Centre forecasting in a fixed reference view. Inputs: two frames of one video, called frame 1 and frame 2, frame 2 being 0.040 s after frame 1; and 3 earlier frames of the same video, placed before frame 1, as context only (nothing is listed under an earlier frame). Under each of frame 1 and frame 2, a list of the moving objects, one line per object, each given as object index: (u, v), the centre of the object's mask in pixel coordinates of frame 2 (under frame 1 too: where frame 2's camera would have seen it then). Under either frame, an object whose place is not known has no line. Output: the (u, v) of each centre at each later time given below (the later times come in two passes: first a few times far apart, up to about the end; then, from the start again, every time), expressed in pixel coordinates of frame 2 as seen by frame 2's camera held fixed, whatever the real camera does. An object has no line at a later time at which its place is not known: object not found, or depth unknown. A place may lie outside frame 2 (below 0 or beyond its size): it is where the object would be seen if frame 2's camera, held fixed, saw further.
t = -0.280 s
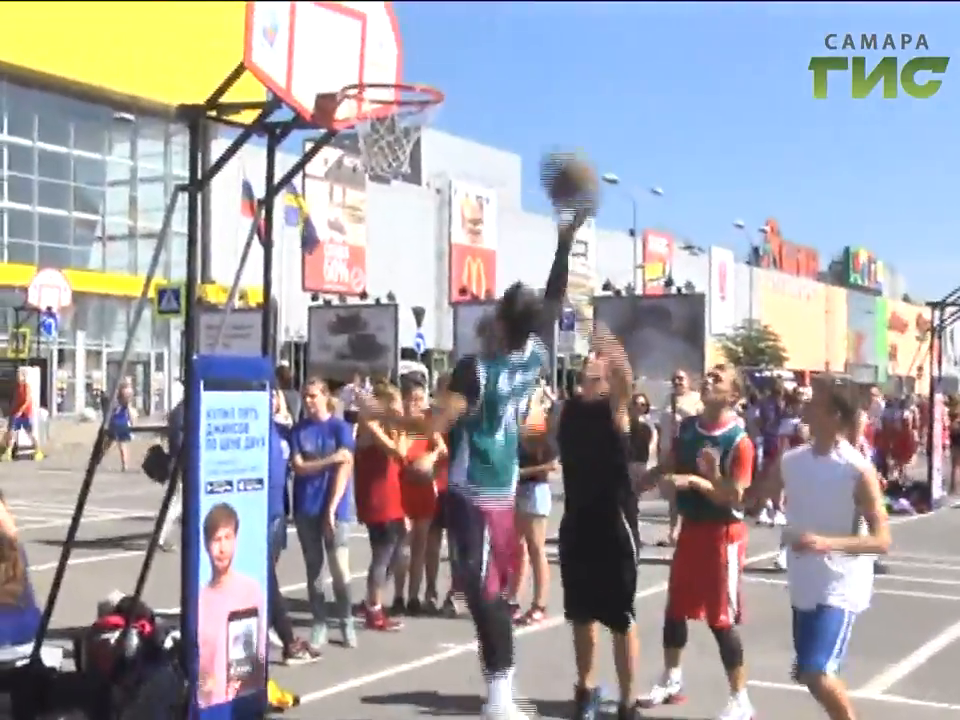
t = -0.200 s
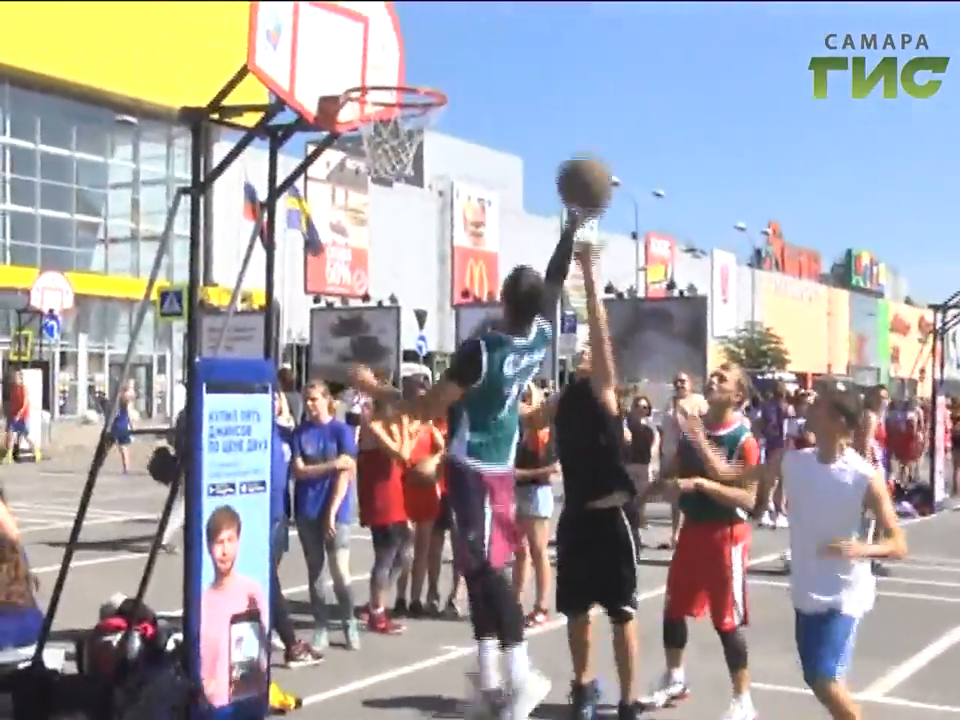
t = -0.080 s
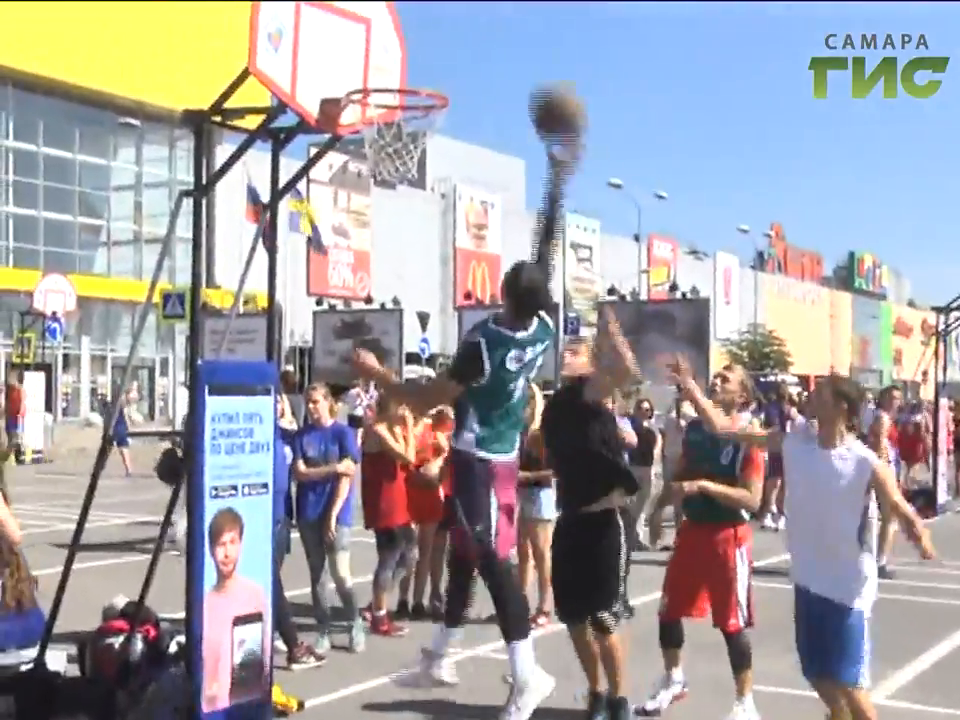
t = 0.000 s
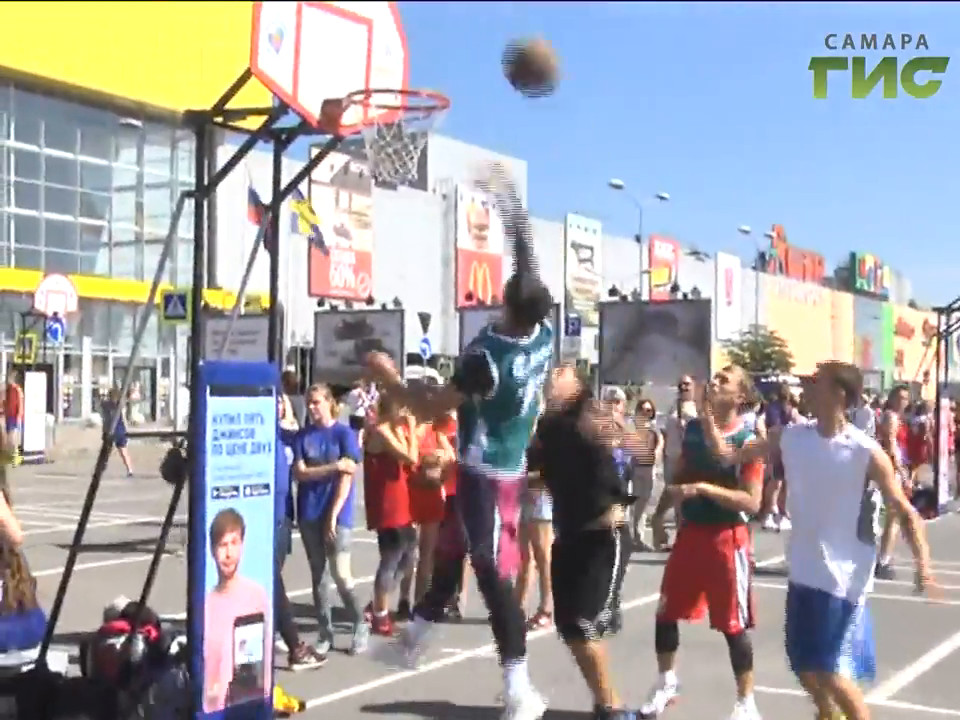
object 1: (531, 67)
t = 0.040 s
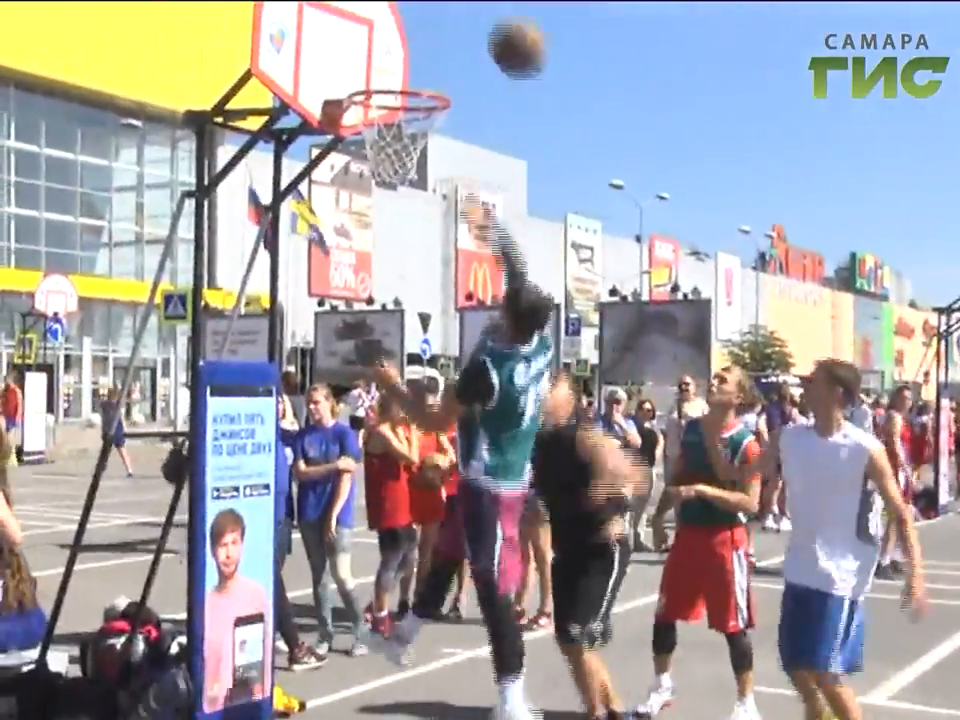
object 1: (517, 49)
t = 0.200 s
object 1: (463, 16)
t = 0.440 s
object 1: (379, 51)
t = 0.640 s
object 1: (381, 46)
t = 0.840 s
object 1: (400, 79)
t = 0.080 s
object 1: (503, 34)
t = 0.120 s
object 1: (490, 23)
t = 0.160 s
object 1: (476, 18)
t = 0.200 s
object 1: (463, 16)
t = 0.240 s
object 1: (449, 15)
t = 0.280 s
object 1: (435, 16)
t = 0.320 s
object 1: (421, 18)
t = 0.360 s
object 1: (406, 24)
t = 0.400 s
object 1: (394, 35)
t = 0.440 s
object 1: (379, 51)
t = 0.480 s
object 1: (367, 67)
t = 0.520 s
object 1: (368, 64)
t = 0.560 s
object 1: (373, 55)
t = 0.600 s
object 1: (376, 48)
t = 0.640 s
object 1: (381, 46)
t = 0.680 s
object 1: (384, 46)
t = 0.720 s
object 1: (390, 50)
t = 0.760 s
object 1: (394, 56)
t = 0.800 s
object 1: (397, 67)
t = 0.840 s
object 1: (400, 79)
